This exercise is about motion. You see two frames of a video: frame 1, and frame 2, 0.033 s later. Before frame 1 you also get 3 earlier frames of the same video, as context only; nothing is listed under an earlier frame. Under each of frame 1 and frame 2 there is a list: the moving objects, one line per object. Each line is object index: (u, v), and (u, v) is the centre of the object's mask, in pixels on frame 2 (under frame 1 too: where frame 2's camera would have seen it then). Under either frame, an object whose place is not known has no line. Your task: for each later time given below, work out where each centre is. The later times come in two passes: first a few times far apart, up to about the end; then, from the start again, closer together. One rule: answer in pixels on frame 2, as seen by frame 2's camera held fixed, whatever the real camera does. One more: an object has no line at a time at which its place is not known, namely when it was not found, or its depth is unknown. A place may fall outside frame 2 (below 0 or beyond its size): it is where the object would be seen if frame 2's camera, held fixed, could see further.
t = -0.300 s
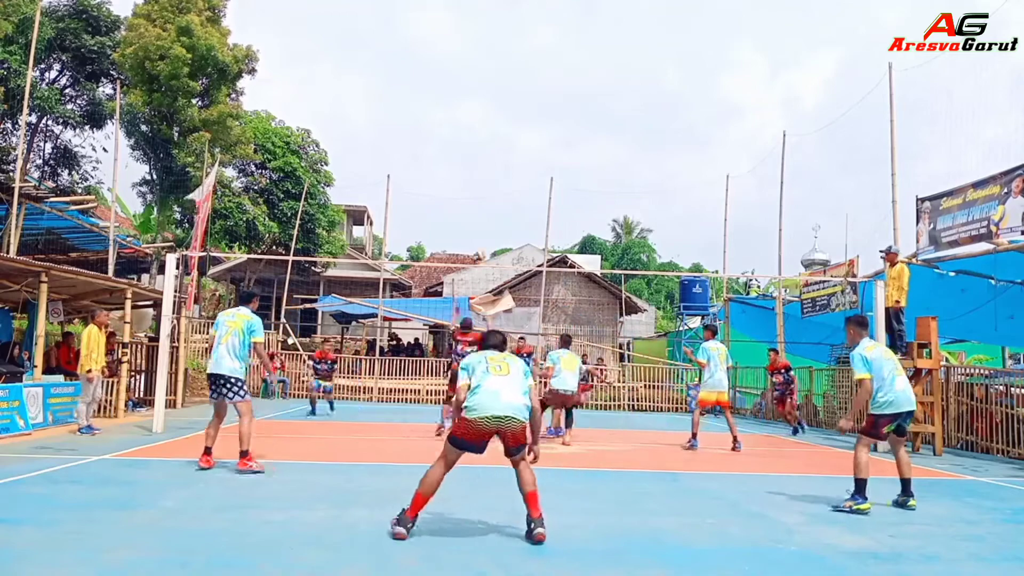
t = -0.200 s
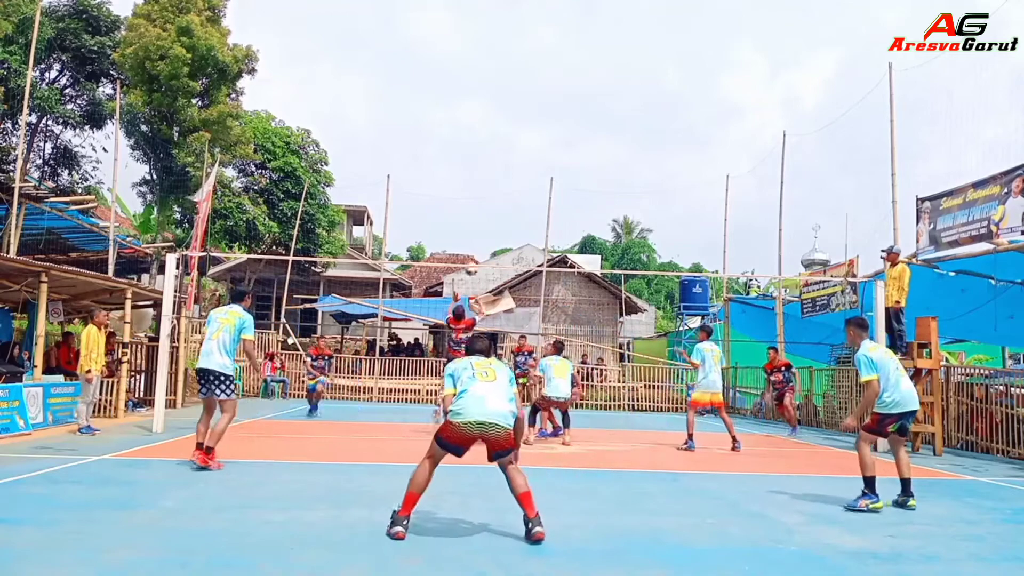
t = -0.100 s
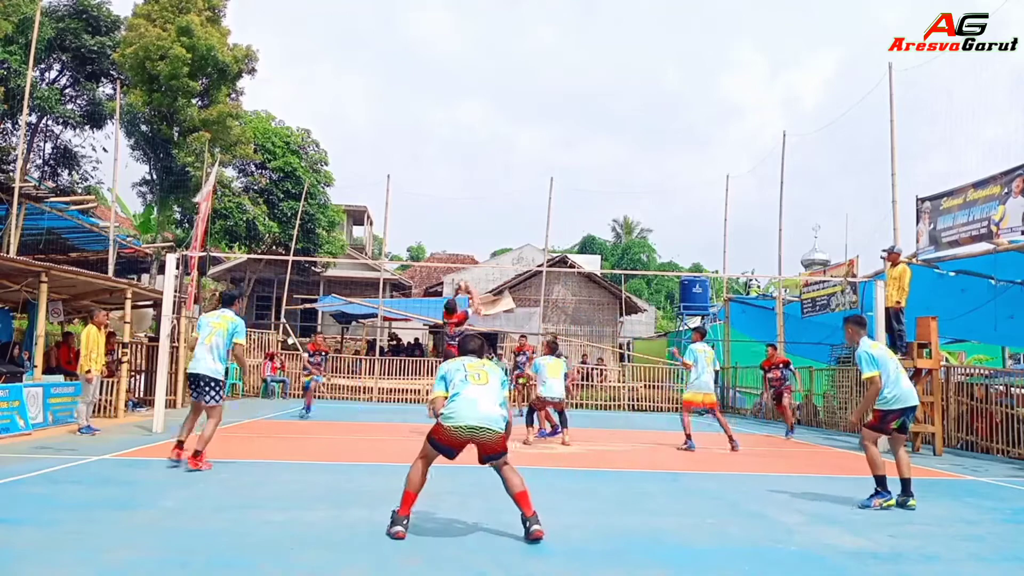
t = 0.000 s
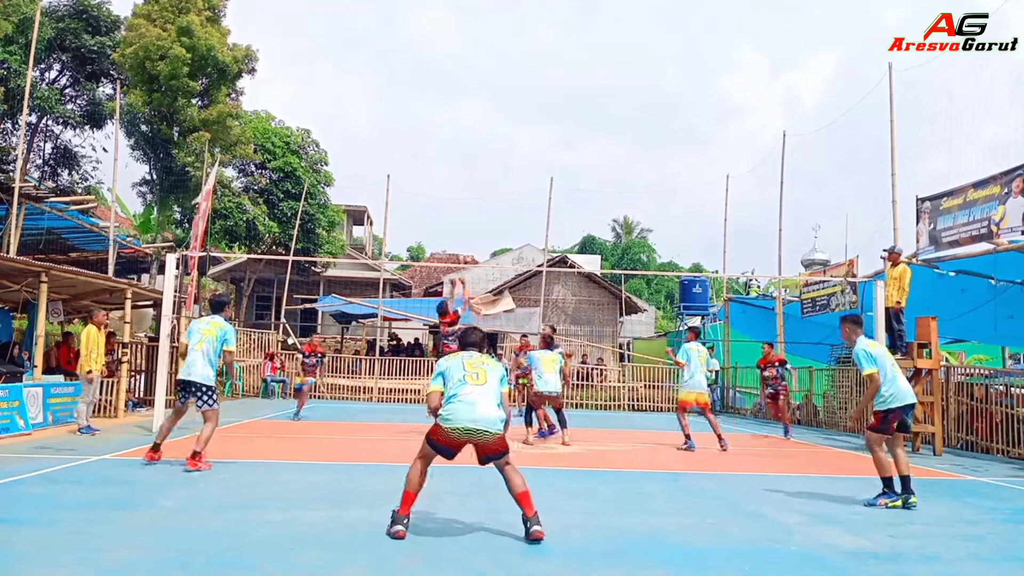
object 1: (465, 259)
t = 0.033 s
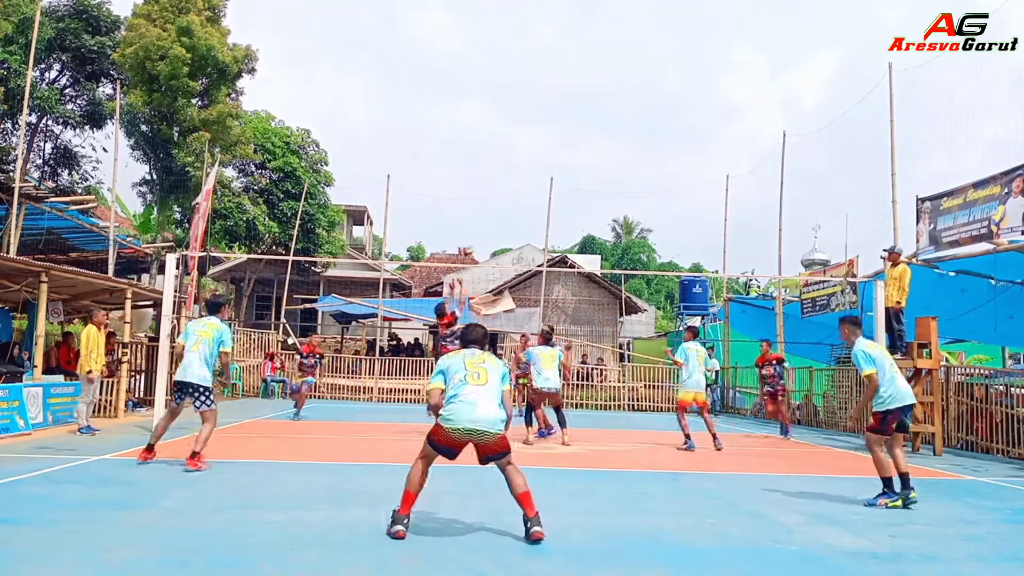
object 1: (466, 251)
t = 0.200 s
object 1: (471, 214)
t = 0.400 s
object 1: (477, 194)
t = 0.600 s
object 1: (482, 196)
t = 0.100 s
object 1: (468, 235)
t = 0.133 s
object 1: (469, 226)
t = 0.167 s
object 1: (470, 220)
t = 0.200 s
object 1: (471, 214)
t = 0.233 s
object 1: (472, 209)
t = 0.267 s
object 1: (473, 204)
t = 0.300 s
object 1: (474, 201)
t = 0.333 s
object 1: (475, 197)
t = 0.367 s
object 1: (476, 195)
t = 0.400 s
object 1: (477, 194)
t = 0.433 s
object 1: (478, 193)
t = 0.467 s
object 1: (479, 192)
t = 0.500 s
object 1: (480, 193)
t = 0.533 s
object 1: (480, 194)
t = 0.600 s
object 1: (482, 196)
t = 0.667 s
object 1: (483, 199)
